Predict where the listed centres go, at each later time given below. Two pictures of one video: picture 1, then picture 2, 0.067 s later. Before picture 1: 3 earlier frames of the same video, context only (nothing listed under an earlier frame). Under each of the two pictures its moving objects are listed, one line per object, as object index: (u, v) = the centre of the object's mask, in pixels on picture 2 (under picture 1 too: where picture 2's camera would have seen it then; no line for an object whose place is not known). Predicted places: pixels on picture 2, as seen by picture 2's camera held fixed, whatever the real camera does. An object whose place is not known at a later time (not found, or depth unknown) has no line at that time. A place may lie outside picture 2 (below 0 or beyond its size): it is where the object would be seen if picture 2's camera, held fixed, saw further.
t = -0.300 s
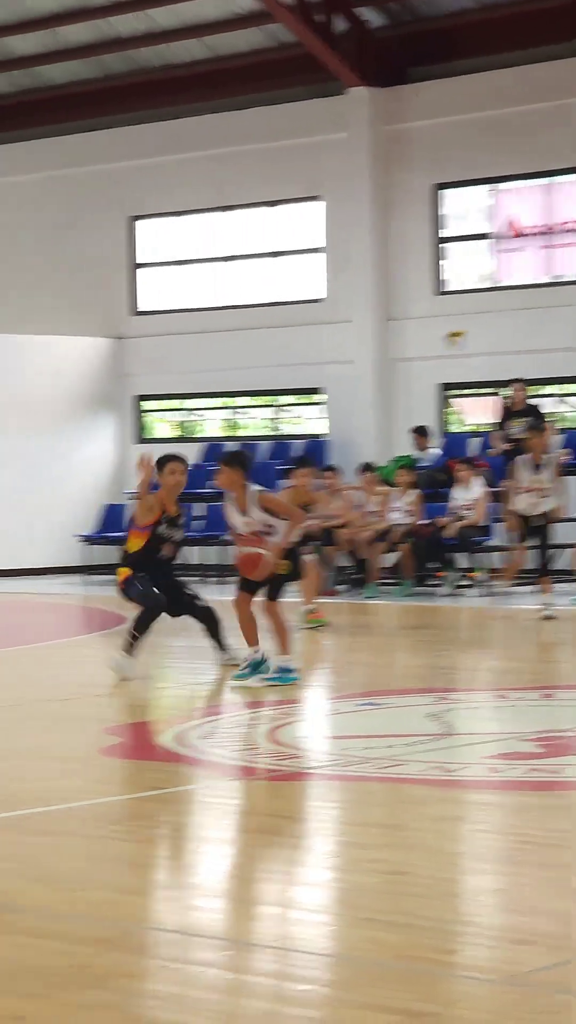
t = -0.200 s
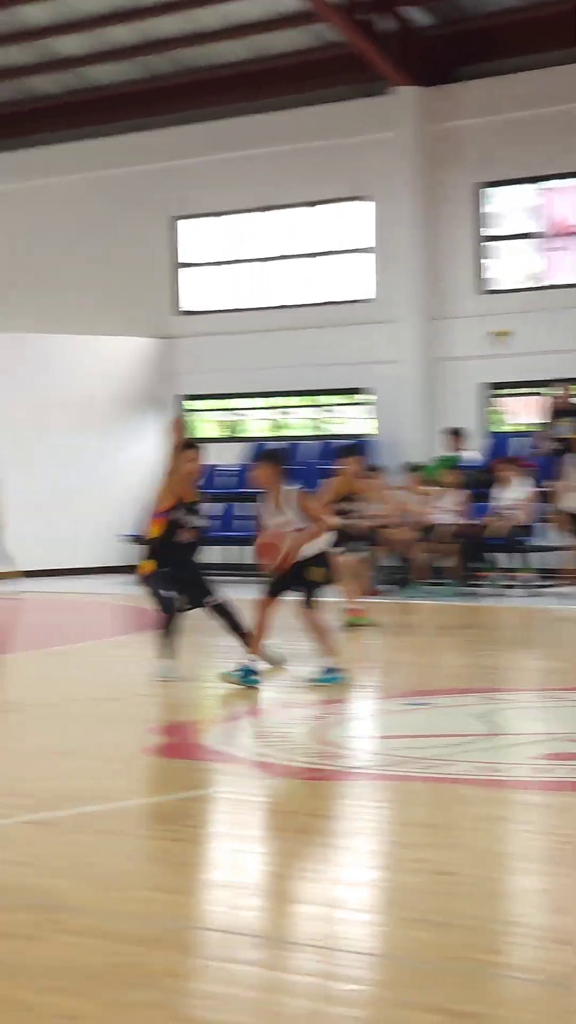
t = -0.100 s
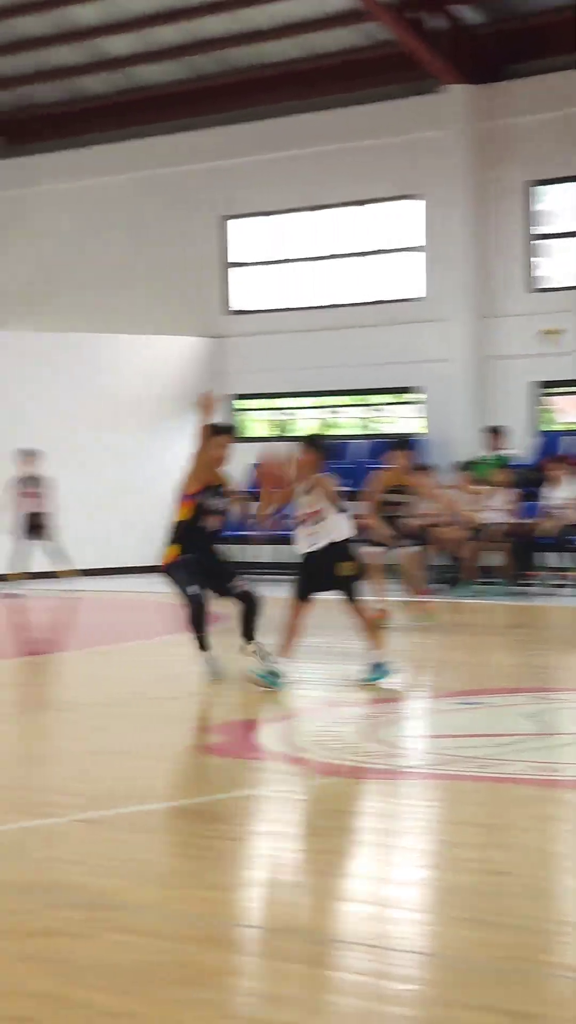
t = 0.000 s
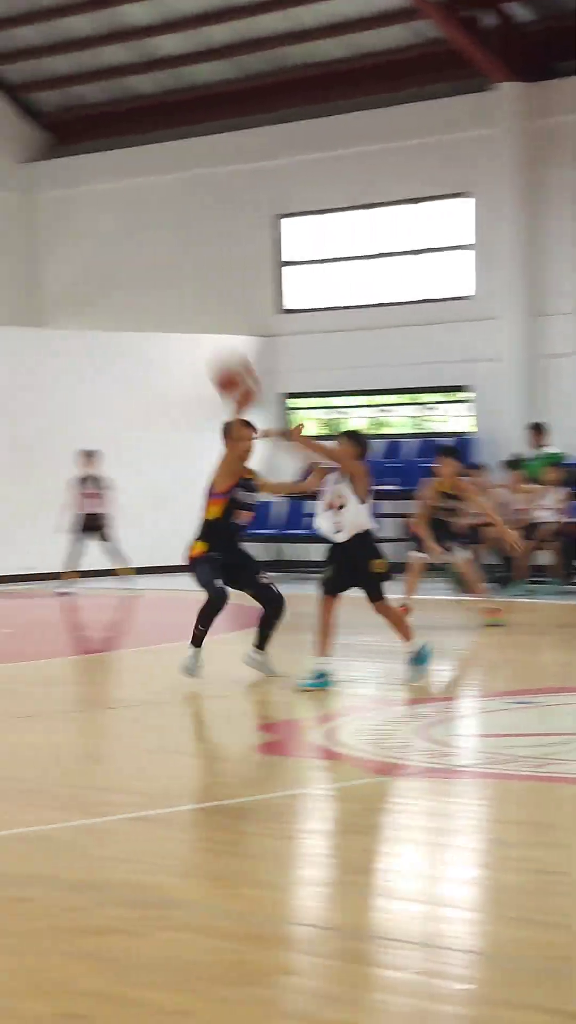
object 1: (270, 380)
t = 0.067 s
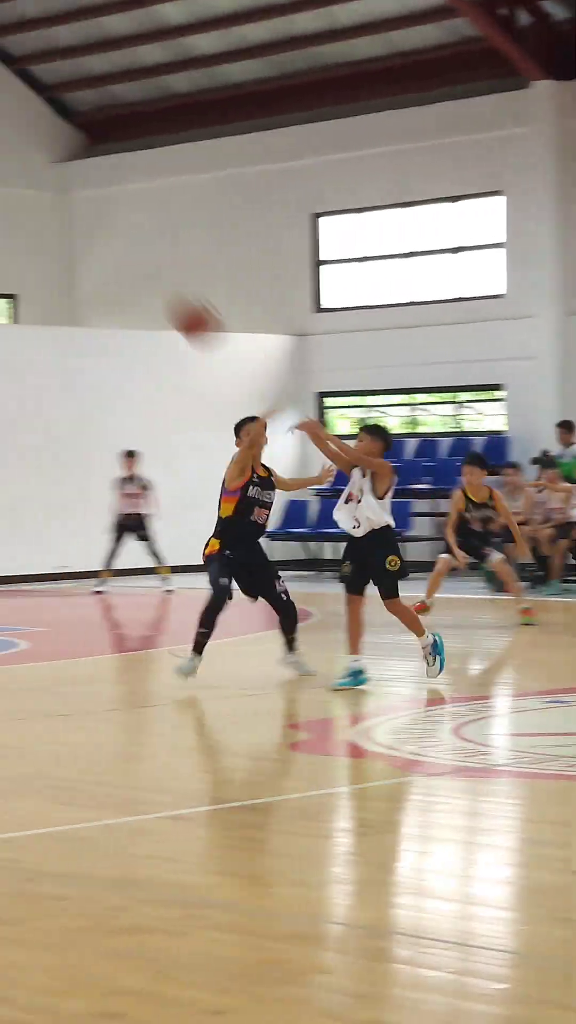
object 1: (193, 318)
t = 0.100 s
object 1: (156, 291)
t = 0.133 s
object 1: (121, 269)
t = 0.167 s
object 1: (81, 244)
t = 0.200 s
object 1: (43, 221)
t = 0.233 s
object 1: (5, 198)
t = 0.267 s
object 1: (-32, 181)
